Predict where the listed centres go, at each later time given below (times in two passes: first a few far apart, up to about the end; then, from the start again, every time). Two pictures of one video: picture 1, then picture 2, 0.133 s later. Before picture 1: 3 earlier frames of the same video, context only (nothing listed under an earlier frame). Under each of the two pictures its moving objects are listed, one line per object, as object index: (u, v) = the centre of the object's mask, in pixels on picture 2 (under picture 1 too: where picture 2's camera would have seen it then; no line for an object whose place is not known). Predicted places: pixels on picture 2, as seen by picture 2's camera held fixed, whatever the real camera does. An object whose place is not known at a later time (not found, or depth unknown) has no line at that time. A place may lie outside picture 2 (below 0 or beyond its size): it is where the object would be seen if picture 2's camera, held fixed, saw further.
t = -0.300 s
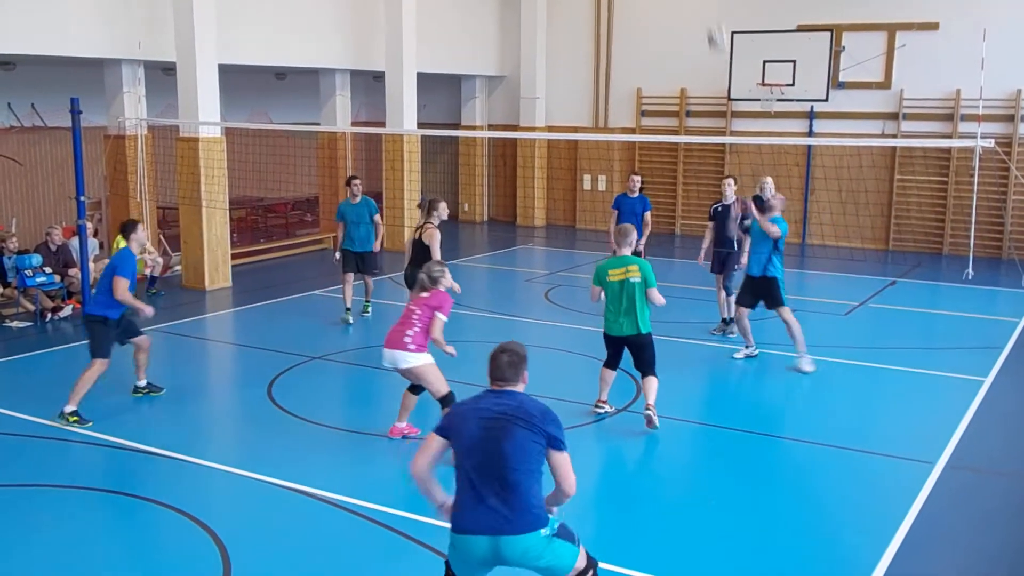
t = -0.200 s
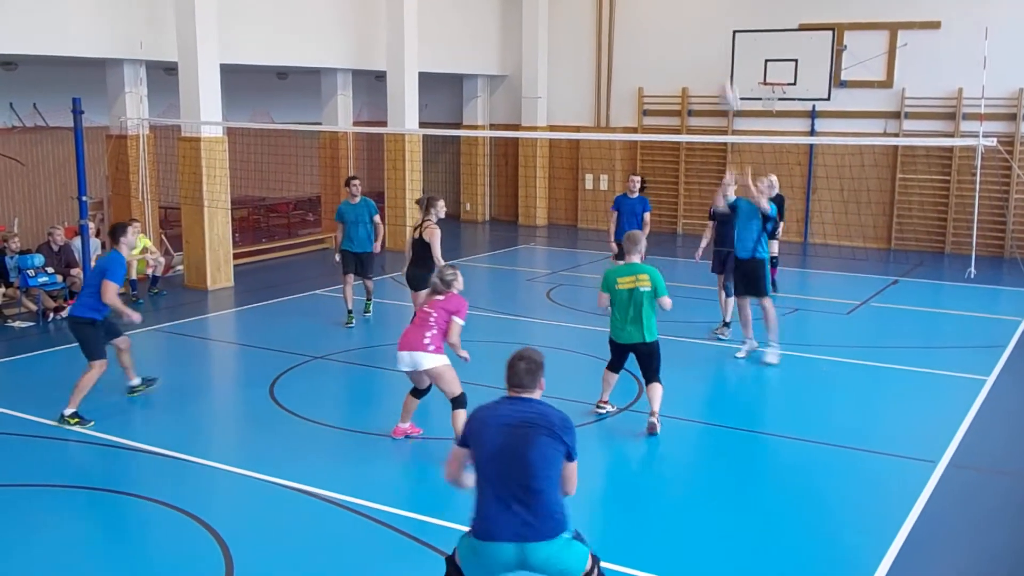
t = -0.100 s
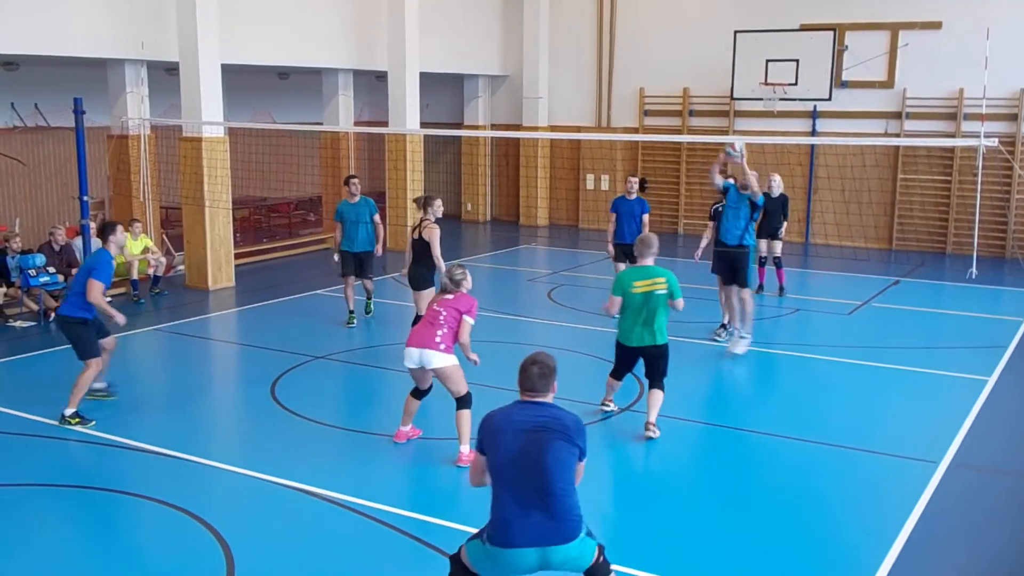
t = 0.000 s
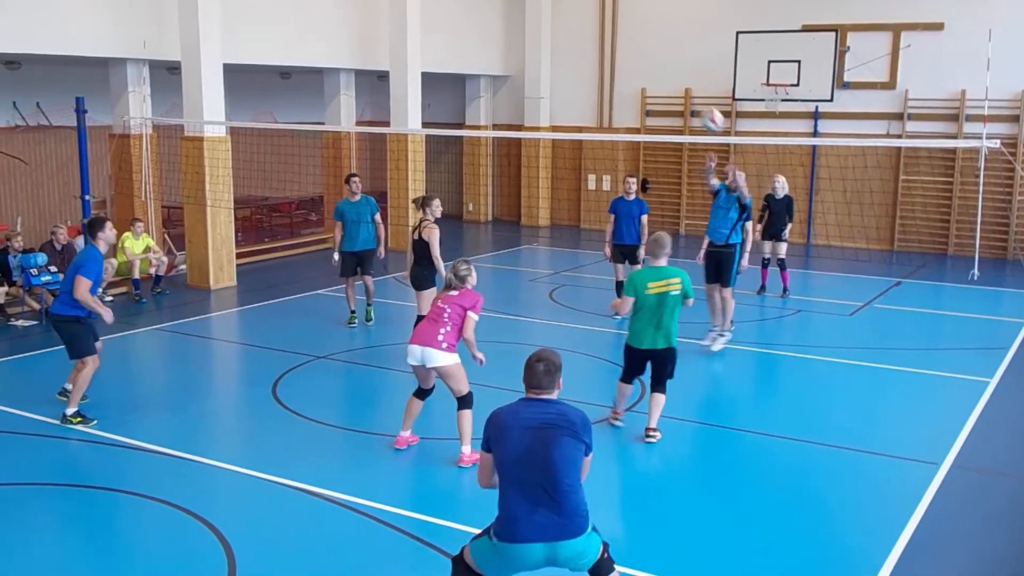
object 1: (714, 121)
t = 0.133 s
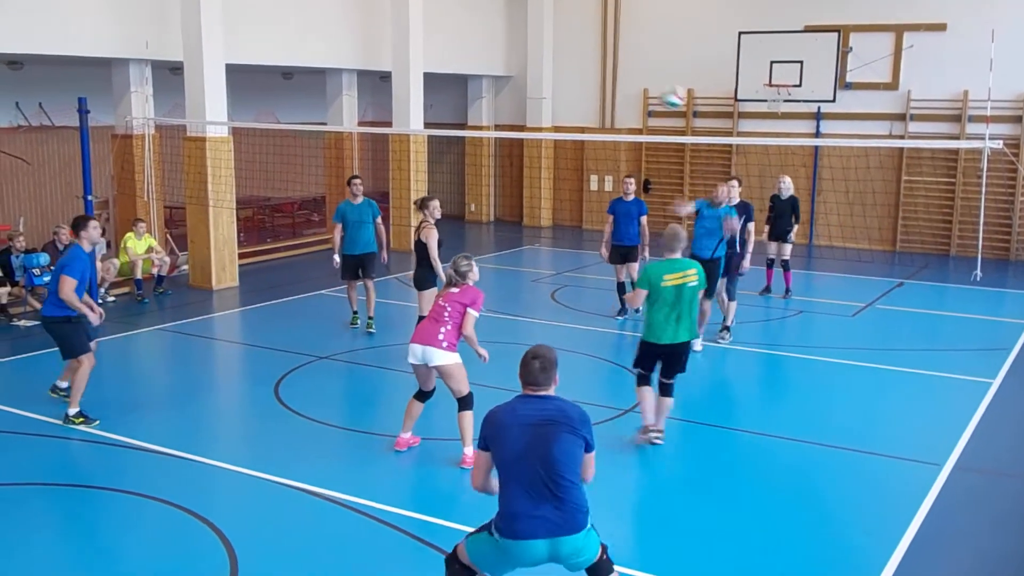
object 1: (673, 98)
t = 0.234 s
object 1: (631, 91)
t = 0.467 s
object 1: (497, 122)
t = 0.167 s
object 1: (661, 96)
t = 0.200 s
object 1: (646, 94)
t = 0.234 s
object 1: (631, 91)
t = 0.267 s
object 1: (614, 90)
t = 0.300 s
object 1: (599, 91)
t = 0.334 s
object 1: (580, 95)
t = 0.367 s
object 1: (562, 99)
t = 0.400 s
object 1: (541, 103)
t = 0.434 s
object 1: (517, 113)
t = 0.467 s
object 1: (497, 122)
